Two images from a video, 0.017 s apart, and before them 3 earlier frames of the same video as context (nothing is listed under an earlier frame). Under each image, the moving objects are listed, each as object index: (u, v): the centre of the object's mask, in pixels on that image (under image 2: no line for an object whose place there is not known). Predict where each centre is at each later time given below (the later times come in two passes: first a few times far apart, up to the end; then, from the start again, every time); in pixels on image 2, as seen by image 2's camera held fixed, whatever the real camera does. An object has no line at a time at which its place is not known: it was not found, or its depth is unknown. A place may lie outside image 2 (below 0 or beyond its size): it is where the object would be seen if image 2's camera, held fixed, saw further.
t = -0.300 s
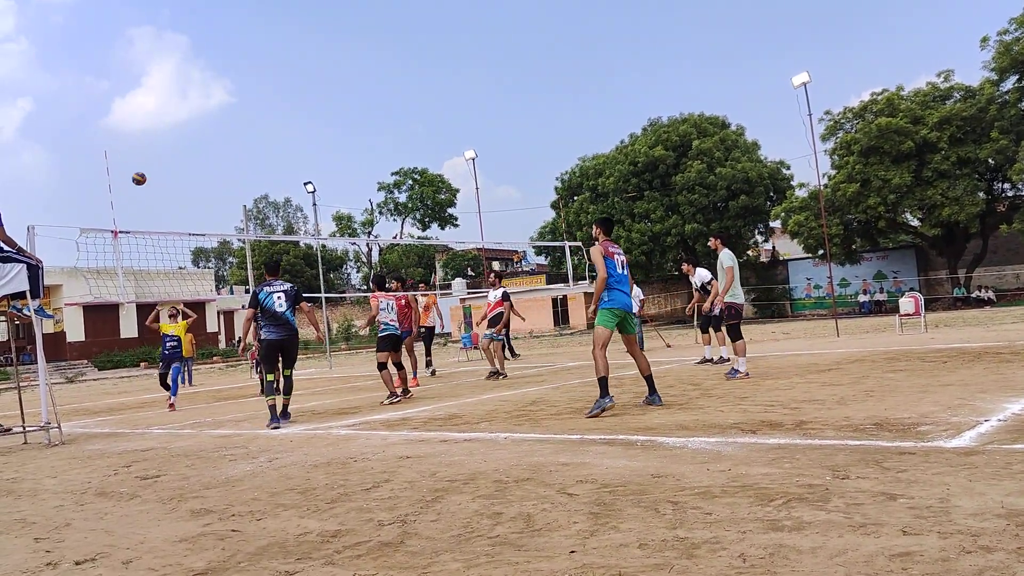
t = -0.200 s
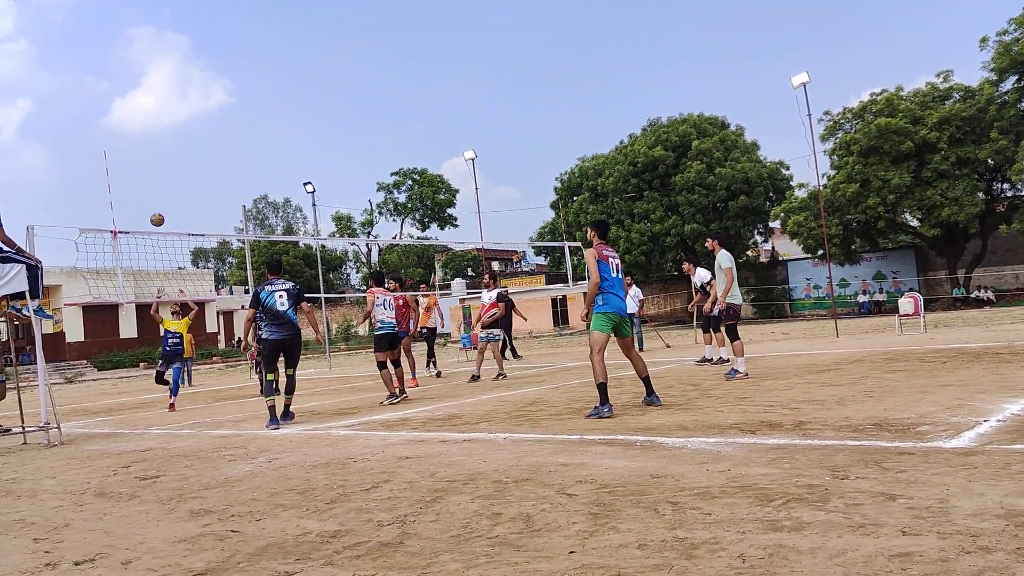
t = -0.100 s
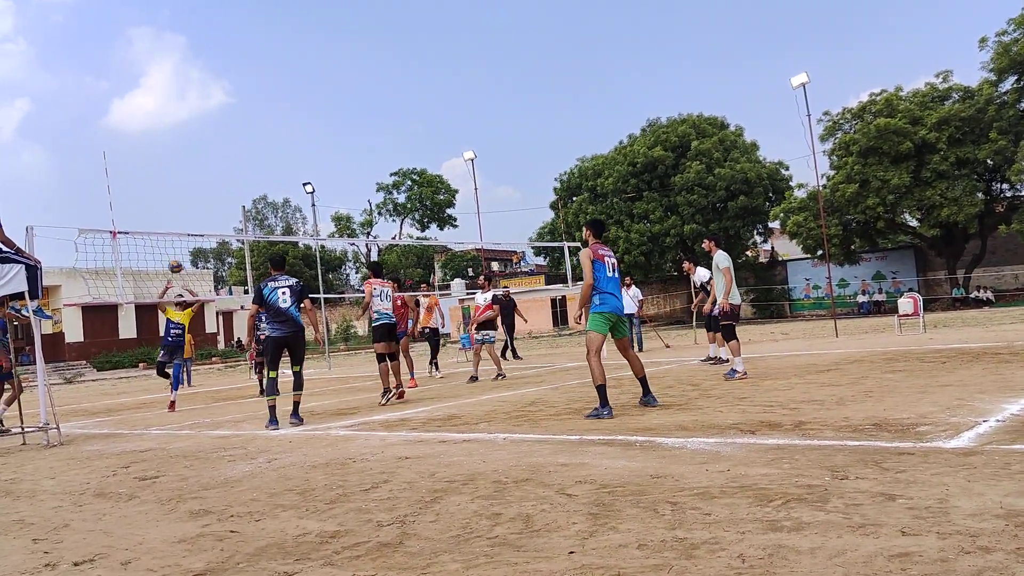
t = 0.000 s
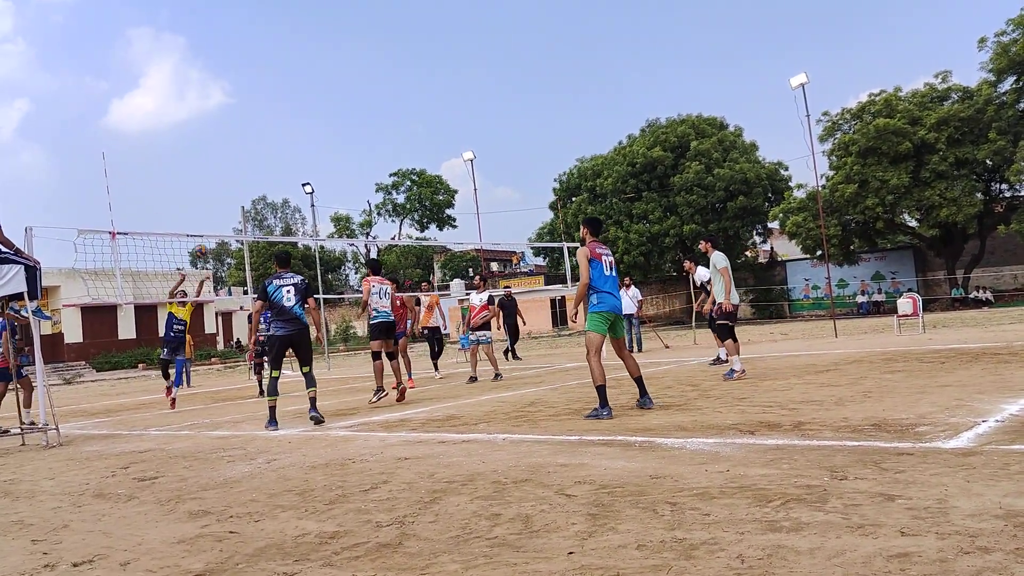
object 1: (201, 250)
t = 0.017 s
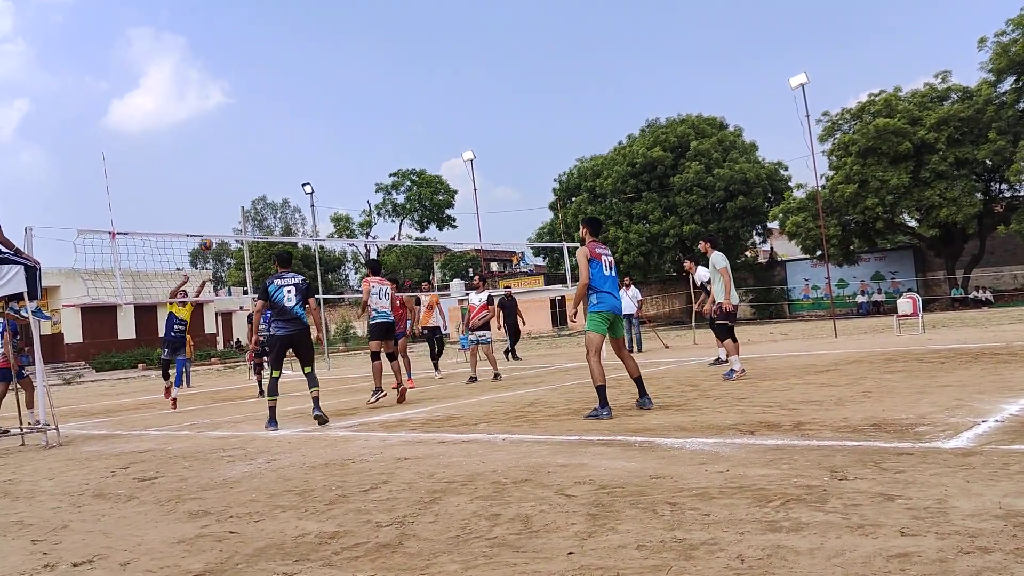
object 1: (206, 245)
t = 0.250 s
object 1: (282, 164)
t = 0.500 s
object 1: (379, 109)
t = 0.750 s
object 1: (499, 98)
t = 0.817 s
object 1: (535, 104)
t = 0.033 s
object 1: (210, 238)
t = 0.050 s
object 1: (216, 230)
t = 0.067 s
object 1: (221, 225)
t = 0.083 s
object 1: (226, 219)
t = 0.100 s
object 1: (231, 213)
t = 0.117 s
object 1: (237, 207)
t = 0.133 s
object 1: (242, 201)
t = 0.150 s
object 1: (247, 196)
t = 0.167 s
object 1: (253, 190)
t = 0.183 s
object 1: (259, 185)
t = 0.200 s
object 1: (264, 179)
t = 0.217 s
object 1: (270, 174)
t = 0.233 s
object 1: (276, 169)
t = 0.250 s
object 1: (282, 164)
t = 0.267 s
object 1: (288, 159)
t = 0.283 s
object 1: (293, 154)
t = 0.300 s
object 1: (300, 150)
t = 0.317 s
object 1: (306, 146)
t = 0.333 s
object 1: (312, 142)
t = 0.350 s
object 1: (319, 138)
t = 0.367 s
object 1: (325, 134)
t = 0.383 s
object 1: (331, 130)
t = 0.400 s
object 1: (338, 127)
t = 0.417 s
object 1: (344, 123)
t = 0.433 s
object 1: (351, 120)
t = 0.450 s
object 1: (358, 117)
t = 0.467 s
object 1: (365, 114)
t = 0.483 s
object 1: (372, 112)
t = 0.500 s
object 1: (379, 109)
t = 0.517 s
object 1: (386, 107)
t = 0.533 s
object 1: (393, 105)
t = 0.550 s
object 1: (401, 103)
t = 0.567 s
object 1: (408, 102)
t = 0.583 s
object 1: (416, 100)
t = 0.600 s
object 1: (424, 99)
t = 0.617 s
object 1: (431, 98)
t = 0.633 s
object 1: (439, 97)
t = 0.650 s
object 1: (448, 96)
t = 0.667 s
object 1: (456, 96)
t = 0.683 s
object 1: (464, 96)
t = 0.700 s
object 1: (473, 96)
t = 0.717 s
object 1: (481, 97)
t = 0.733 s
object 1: (490, 97)
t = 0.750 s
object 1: (499, 98)
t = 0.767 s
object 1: (508, 99)
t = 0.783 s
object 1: (517, 100)
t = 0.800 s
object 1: (526, 102)
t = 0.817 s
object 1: (535, 104)
